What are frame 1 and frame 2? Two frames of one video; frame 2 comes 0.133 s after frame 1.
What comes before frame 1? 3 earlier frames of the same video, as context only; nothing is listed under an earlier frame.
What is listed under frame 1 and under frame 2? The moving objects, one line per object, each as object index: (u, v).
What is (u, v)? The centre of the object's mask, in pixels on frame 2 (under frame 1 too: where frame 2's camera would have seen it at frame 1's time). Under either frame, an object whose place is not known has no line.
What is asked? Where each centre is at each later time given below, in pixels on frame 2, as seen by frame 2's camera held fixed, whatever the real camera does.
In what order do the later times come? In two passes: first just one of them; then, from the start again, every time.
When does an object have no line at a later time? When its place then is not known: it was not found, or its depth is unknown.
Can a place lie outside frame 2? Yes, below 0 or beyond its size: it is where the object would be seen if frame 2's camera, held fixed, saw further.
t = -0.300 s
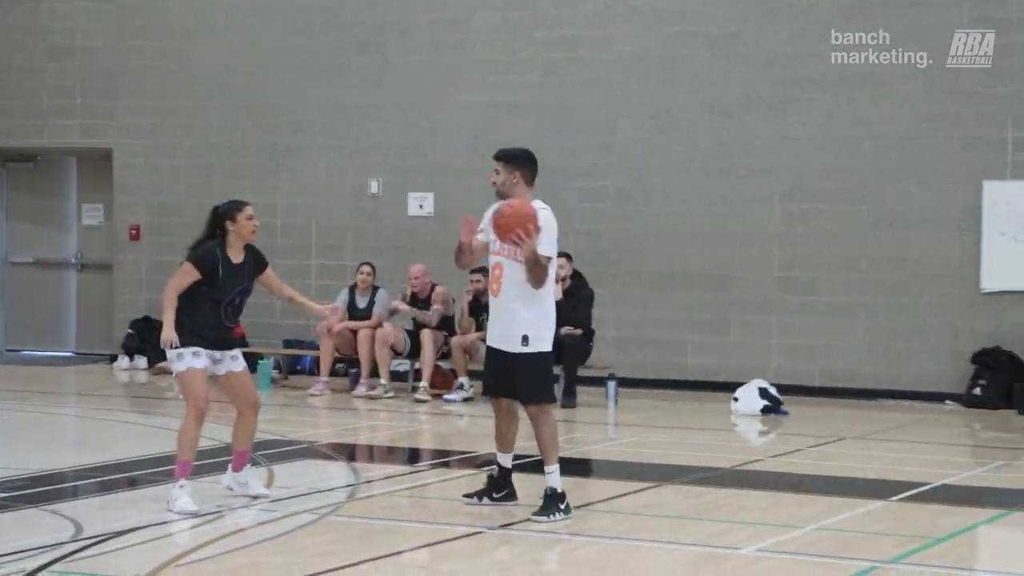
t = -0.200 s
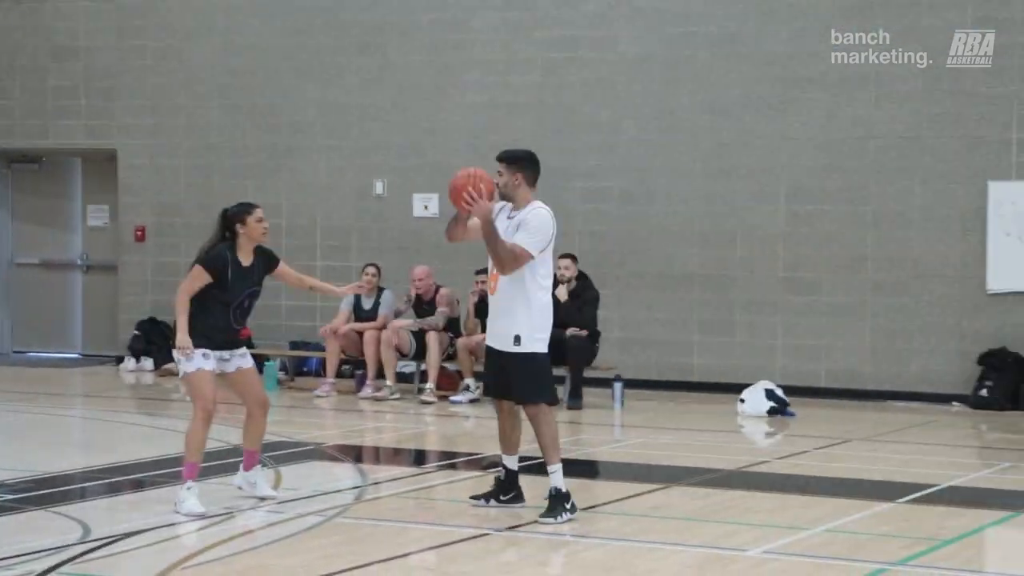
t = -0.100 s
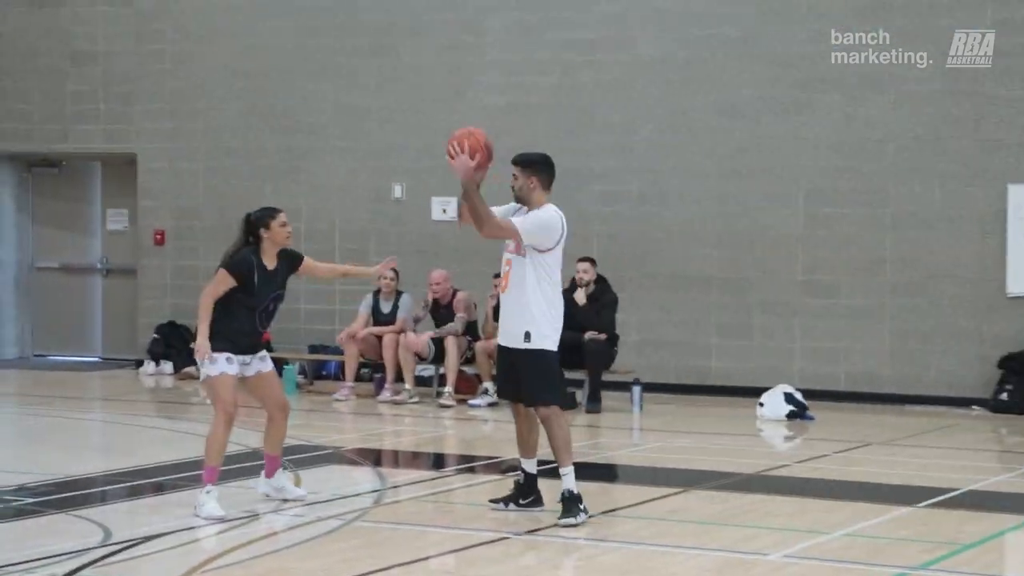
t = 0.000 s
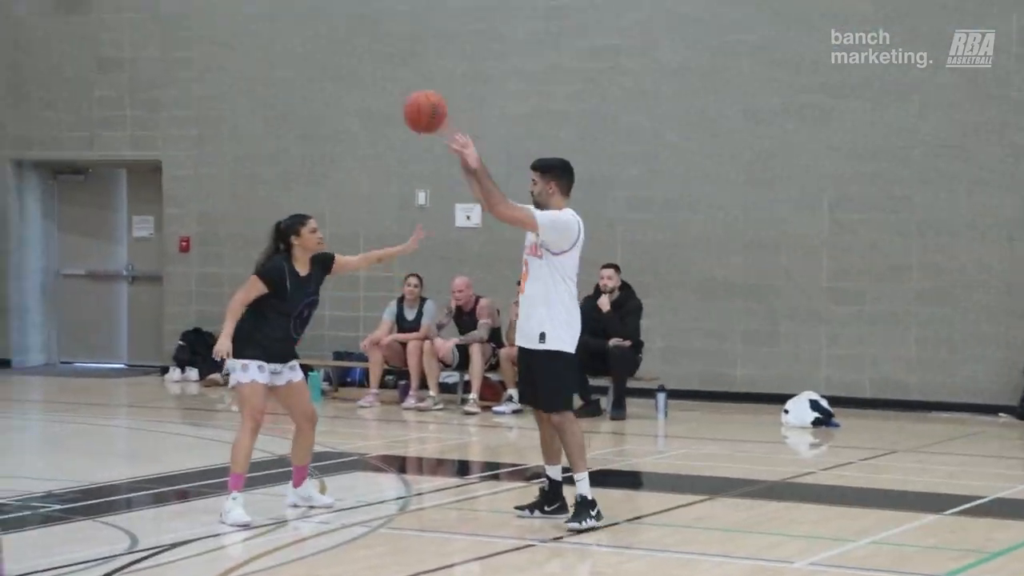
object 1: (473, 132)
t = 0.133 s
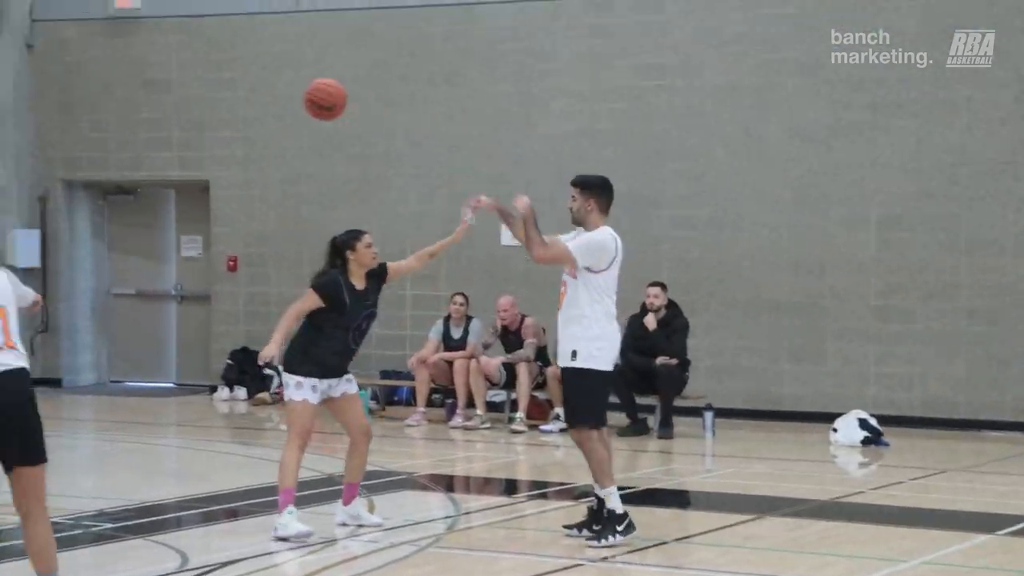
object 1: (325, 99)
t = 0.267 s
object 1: (191, 99)
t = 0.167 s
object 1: (290, 95)
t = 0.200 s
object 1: (256, 95)
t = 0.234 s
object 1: (224, 97)
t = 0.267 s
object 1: (191, 99)
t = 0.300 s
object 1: (160, 105)
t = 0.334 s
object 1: (129, 111)
